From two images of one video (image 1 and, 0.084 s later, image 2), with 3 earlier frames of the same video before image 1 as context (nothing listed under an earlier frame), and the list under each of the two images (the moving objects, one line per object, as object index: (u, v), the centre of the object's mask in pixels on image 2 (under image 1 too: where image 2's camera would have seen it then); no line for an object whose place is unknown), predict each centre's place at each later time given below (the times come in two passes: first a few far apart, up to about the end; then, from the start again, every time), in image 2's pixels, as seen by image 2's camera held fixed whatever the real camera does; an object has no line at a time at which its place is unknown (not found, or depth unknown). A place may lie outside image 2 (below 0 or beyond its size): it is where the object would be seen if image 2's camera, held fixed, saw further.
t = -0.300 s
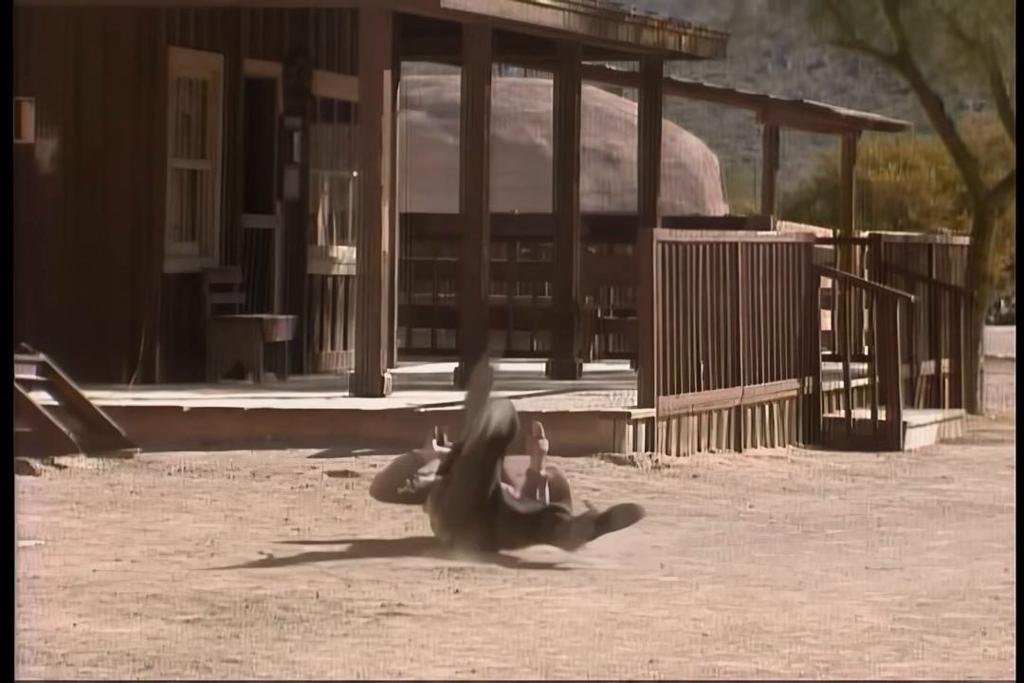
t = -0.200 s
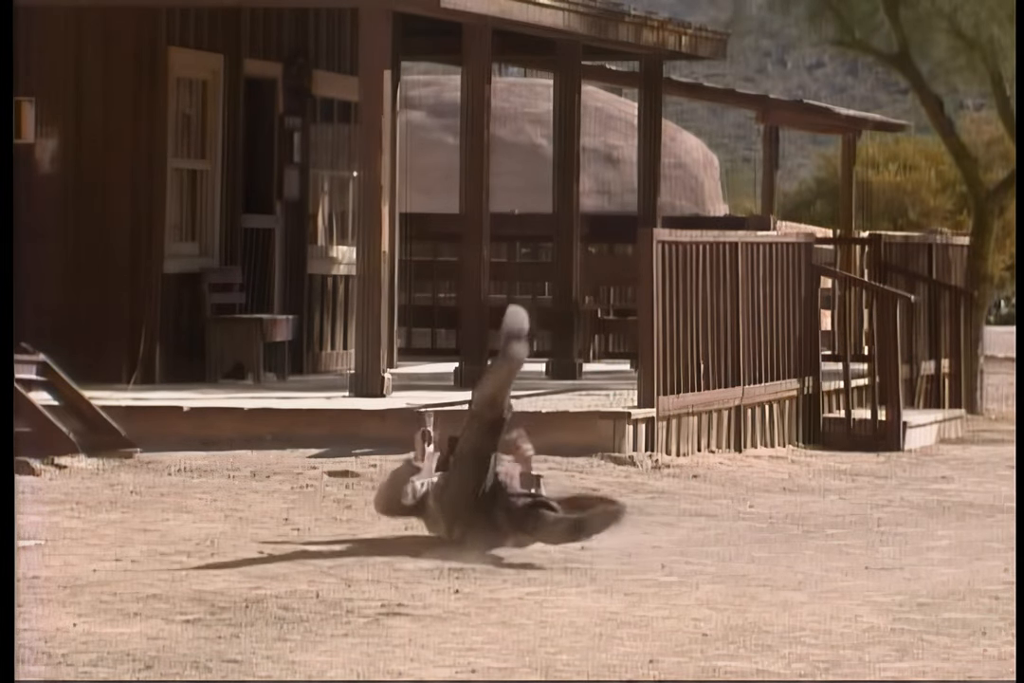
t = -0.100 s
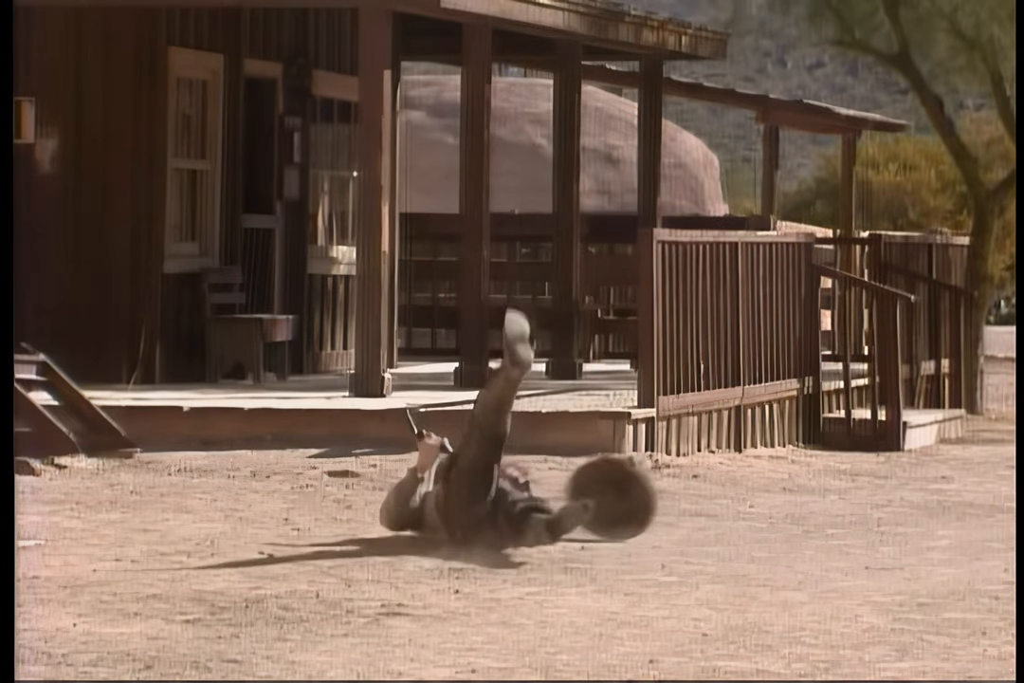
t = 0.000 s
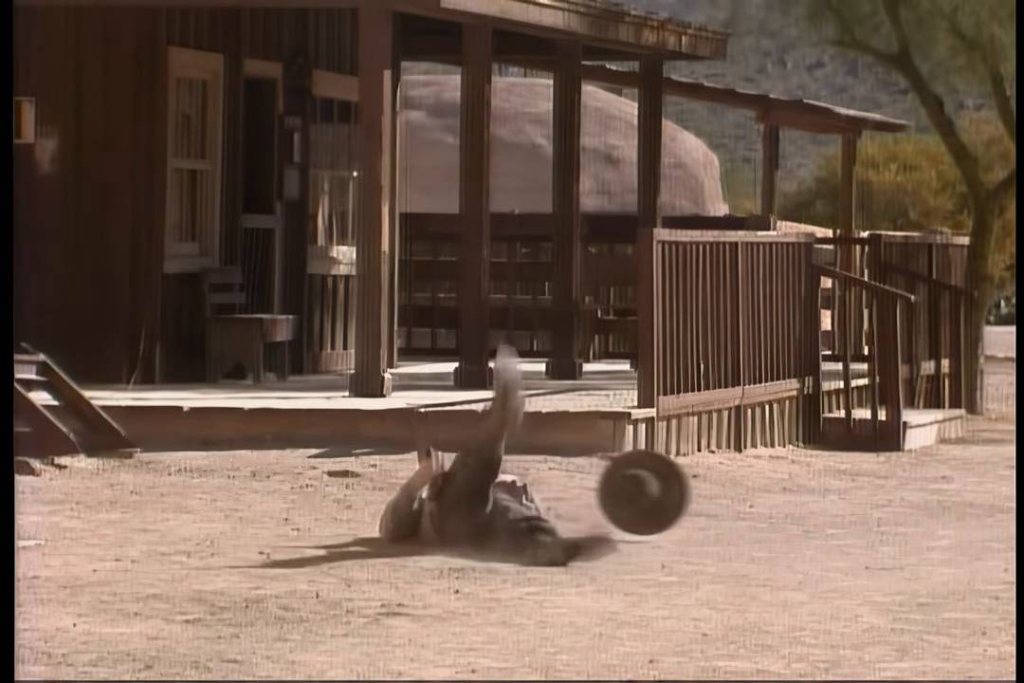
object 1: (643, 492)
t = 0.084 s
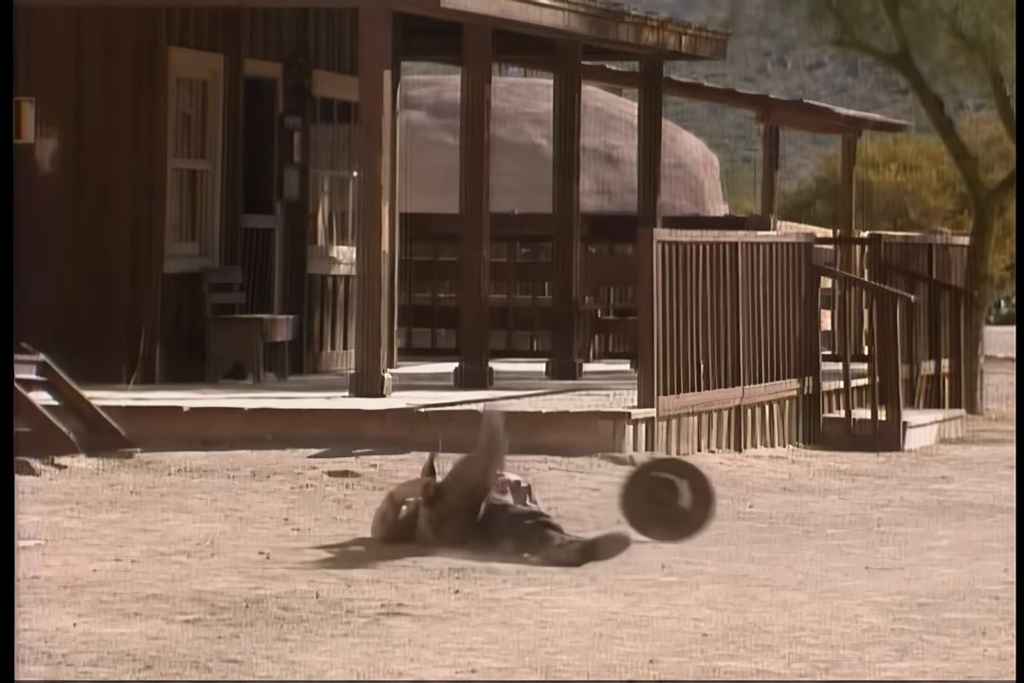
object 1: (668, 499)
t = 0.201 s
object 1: (695, 503)
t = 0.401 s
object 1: (745, 496)
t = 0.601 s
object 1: (797, 508)
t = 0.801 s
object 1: (855, 512)
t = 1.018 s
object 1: (887, 516)
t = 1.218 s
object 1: (893, 516)
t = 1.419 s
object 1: (884, 516)
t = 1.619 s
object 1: (882, 516)
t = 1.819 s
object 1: (885, 516)
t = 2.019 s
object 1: (887, 516)
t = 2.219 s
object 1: (888, 516)
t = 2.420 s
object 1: (889, 516)
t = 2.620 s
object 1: (891, 516)
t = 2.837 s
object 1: (894, 517)
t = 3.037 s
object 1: (897, 517)
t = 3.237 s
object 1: (899, 517)
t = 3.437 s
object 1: (903, 518)
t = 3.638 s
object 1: (904, 518)
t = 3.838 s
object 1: (903, 518)
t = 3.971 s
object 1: (902, 517)
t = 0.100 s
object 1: (672, 500)
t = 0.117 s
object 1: (676, 501)
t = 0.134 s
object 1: (680, 501)
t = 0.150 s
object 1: (683, 501)
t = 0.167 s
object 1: (687, 502)
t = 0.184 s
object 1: (691, 502)
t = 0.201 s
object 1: (695, 503)
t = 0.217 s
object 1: (698, 503)
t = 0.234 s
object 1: (702, 503)
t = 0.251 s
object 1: (706, 503)
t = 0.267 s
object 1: (710, 502)
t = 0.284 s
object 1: (715, 502)
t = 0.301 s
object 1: (719, 501)
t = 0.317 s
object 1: (724, 501)
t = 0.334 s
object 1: (728, 500)
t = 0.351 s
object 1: (732, 499)
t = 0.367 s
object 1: (736, 499)
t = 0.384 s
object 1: (741, 499)
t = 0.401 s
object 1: (745, 496)
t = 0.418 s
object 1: (749, 497)
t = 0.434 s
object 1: (753, 496)
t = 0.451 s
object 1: (757, 497)
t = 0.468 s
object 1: (761, 497)
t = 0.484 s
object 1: (765, 497)
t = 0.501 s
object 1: (770, 498)
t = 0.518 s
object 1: (774, 500)
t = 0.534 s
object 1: (778, 501)
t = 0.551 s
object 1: (783, 503)
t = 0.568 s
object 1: (787, 504)
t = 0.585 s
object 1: (792, 506)
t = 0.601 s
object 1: (797, 508)
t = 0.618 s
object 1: (803, 509)
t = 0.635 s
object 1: (807, 510)
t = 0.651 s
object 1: (813, 510)
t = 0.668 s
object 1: (818, 510)
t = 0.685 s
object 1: (823, 510)
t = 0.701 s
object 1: (826, 510)
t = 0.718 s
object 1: (834, 510)
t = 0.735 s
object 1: (838, 510)
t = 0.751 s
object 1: (843, 510)
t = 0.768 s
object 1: (847, 510)
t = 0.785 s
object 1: (852, 511)
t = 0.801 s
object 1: (855, 512)
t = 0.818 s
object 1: (859, 512)
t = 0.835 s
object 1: (862, 513)
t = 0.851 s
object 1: (865, 514)
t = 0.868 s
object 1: (867, 516)
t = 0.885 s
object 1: (870, 517)
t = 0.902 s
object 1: (872, 517)
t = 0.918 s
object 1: (873, 518)
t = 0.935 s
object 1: (876, 518)
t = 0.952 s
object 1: (878, 516)
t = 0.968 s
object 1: (880, 516)
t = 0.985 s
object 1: (882, 516)
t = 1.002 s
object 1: (884, 516)
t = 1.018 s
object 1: (887, 516)
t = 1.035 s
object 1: (889, 516)
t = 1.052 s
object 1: (891, 516)
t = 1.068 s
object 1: (892, 517)
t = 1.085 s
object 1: (893, 517)
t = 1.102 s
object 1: (894, 517)
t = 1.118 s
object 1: (895, 517)
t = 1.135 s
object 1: (895, 517)
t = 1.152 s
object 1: (895, 517)
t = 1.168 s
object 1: (895, 517)
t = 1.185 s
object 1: (894, 517)
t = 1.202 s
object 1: (894, 516)
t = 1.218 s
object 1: (893, 516)
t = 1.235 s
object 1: (892, 516)
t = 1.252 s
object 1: (892, 516)
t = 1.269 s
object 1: (891, 516)
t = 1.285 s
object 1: (890, 516)
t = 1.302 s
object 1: (889, 516)
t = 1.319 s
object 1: (888, 516)
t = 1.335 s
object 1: (887, 516)
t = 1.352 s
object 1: (886, 516)
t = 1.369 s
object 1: (886, 516)
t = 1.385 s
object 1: (885, 516)
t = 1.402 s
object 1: (884, 516)
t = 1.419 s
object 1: (884, 516)
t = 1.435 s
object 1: (883, 516)
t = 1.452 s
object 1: (883, 516)
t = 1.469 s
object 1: (883, 516)
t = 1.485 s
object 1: (882, 516)
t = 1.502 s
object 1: (882, 516)
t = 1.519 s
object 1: (882, 516)
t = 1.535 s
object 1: (882, 516)
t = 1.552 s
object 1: (882, 516)
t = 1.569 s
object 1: (882, 516)
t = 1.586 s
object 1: (882, 516)
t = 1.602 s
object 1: (882, 516)
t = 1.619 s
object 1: (882, 516)
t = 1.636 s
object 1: (882, 516)
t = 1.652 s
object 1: (883, 516)
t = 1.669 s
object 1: (883, 516)
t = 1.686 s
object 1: (883, 516)
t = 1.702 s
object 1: (883, 516)
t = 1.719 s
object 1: (883, 516)
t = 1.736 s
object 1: (884, 516)
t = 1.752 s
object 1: (884, 516)
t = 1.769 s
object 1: (884, 516)
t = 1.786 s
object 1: (884, 516)
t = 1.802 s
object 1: (885, 516)
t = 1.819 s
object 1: (885, 516)
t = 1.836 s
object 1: (885, 516)
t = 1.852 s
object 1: (885, 516)
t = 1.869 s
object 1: (886, 516)
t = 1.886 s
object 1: (886, 516)
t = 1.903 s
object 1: (886, 516)
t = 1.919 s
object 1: (886, 516)
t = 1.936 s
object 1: (886, 516)
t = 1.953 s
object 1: (886, 516)
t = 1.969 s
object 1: (886, 516)
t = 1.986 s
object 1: (886, 516)
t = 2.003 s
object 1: (887, 516)
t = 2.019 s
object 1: (887, 516)
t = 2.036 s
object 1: (887, 516)
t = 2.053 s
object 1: (887, 516)
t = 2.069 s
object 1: (887, 516)
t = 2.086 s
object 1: (887, 516)
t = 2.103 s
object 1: (887, 516)
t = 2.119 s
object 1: (887, 516)
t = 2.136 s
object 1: (887, 516)
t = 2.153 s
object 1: (888, 516)
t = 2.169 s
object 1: (888, 516)
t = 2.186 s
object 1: (888, 516)
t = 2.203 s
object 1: (888, 516)
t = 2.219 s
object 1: (888, 516)
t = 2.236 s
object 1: (888, 516)
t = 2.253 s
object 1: (888, 516)
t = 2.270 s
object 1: (888, 516)
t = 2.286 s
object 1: (888, 516)
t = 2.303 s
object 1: (888, 516)
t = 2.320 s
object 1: (888, 516)
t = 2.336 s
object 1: (889, 516)
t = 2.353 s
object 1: (889, 516)
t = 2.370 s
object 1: (889, 516)
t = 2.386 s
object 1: (889, 516)
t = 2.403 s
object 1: (889, 516)
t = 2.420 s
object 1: (889, 516)
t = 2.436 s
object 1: (889, 516)
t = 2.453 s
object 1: (889, 516)
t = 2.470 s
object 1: (890, 516)
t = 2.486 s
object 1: (890, 516)
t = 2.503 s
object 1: (890, 516)
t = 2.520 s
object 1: (890, 516)
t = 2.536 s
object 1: (890, 517)
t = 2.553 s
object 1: (890, 516)
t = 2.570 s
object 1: (891, 516)
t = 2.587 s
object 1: (891, 516)
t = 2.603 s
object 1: (891, 517)
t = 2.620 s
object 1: (891, 516)
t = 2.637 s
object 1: (891, 516)
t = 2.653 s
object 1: (892, 516)
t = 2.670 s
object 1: (892, 517)
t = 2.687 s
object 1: (892, 516)
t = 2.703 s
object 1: (892, 516)
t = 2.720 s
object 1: (893, 517)
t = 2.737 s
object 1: (893, 516)
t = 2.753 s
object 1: (893, 517)
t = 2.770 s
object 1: (893, 517)
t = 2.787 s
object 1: (893, 517)
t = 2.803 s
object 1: (893, 517)
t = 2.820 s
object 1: (894, 517)
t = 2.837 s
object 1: (894, 517)
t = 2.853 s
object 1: (894, 517)
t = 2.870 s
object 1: (895, 517)
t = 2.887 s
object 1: (895, 517)
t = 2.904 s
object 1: (895, 517)
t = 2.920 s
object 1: (895, 517)
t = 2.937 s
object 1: (895, 517)
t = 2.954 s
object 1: (896, 517)
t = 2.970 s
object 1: (896, 517)
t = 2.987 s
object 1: (896, 517)
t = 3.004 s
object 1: (896, 517)
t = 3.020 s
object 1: (897, 517)
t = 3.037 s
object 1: (897, 517)
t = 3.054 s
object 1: (897, 517)
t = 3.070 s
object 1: (897, 517)
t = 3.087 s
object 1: (898, 517)
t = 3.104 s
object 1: (898, 517)
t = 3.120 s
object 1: (898, 517)
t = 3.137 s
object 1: (898, 518)
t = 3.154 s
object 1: (899, 517)
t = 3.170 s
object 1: (899, 517)
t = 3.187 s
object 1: (899, 517)
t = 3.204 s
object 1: (899, 517)
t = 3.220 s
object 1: (899, 518)
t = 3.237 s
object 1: (899, 517)
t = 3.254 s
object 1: (900, 518)
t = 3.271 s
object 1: (900, 518)
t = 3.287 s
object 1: (901, 518)
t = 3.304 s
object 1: (901, 518)
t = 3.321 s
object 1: (901, 518)
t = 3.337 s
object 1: (902, 518)
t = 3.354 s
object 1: (902, 518)
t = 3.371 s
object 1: (902, 517)
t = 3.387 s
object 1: (902, 517)
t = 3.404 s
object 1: (902, 518)
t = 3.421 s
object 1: (903, 518)
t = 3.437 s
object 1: (903, 518)
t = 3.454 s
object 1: (903, 518)
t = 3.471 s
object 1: (903, 518)
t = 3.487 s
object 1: (903, 518)
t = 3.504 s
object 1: (903, 518)
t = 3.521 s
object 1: (903, 518)
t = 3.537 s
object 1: (903, 518)
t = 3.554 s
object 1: (904, 518)
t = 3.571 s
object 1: (904, 518)
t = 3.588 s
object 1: (904, 518)
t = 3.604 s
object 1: (904, 518)
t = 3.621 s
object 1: (904, 518)
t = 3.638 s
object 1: (904, 518)
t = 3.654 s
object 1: (904, 518)
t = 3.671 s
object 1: (904, 518)
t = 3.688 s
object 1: (904, 518)
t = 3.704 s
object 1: (904, 518)
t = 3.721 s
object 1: (903, 518)
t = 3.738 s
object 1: (903, 517)
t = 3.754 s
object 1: (903, 518)
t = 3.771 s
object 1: (903, 518)
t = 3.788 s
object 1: (903, 518)
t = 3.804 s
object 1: (903, 518)
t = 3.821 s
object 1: (903, 518)
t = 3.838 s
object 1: (903, 518)
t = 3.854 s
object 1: (903, 517)
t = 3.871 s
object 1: (903, 518)
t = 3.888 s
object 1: (902, 518)
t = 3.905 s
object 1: (902, 518)
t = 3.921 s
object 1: (902, 517)
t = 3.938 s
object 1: (902, 518)
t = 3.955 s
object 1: (902, 517)
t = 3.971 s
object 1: (902, 517)
